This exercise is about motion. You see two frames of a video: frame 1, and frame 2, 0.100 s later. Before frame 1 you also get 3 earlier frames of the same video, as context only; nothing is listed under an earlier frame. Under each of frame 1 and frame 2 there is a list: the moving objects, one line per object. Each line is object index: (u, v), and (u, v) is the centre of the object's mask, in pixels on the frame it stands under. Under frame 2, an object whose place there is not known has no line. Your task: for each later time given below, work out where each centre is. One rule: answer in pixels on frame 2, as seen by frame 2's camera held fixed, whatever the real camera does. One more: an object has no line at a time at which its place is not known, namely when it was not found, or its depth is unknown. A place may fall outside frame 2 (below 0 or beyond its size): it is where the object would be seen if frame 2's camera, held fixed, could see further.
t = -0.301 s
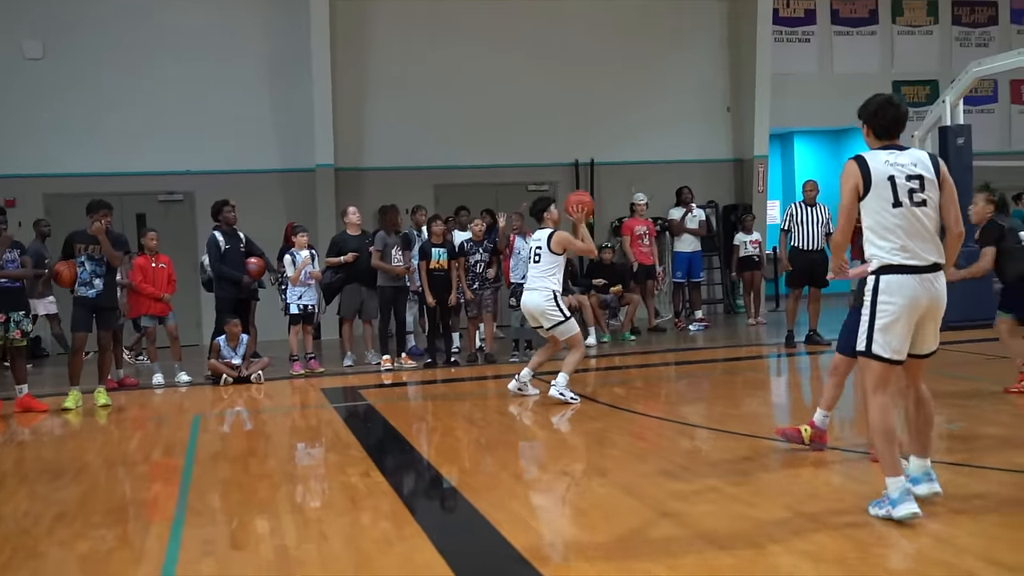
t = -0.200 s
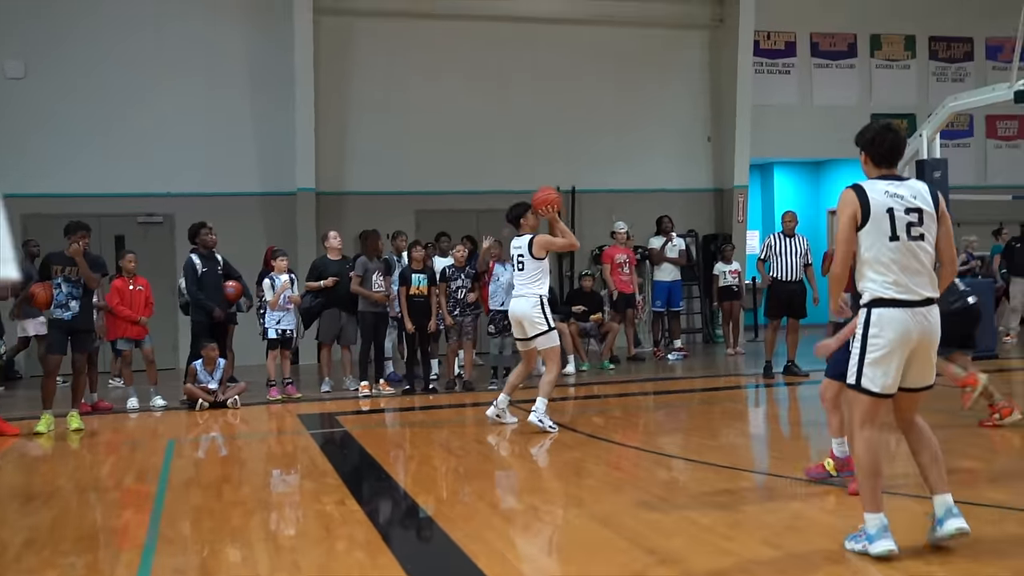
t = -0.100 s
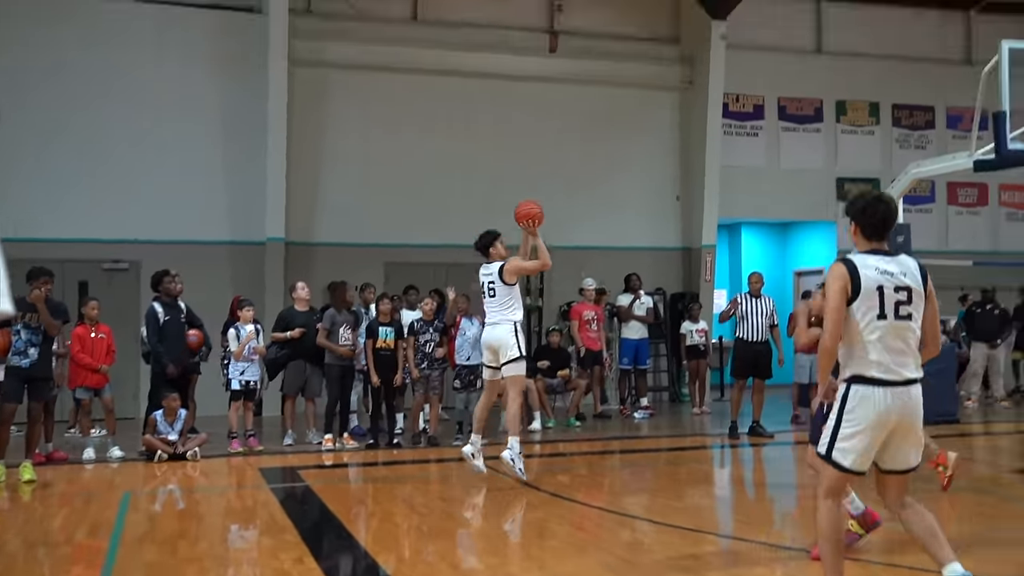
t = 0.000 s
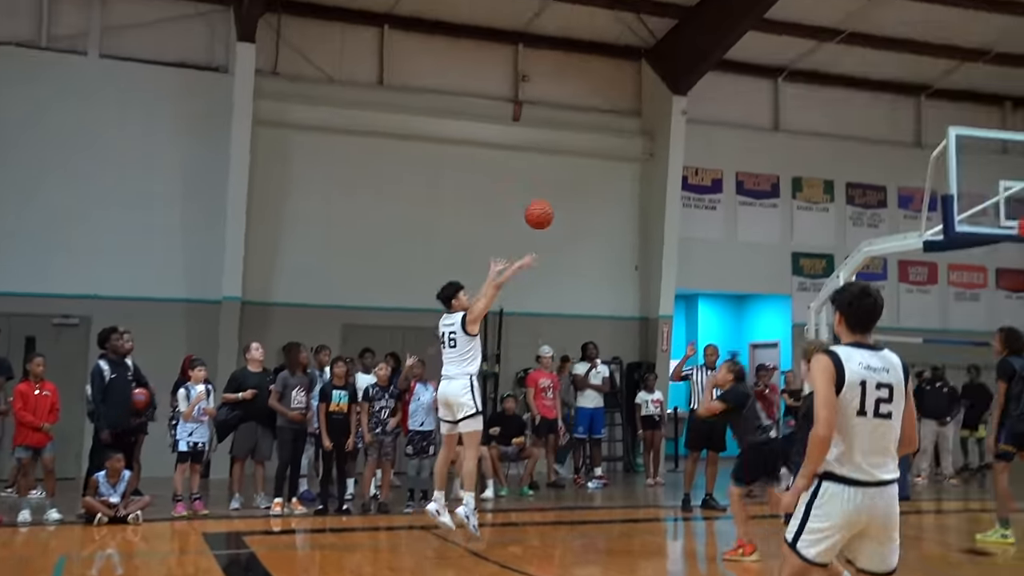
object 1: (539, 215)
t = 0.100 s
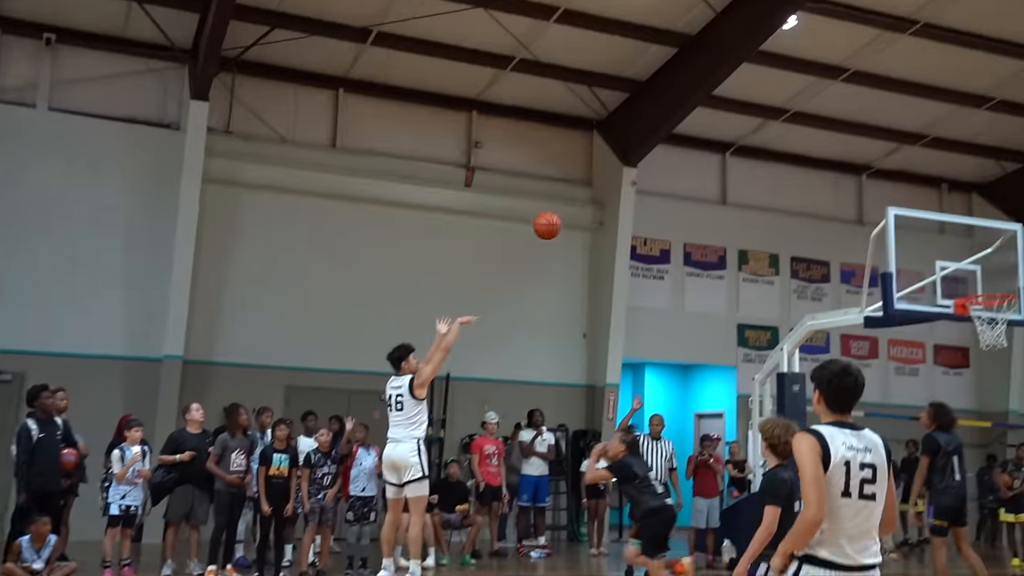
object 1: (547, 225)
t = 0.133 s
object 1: (567, 209)
